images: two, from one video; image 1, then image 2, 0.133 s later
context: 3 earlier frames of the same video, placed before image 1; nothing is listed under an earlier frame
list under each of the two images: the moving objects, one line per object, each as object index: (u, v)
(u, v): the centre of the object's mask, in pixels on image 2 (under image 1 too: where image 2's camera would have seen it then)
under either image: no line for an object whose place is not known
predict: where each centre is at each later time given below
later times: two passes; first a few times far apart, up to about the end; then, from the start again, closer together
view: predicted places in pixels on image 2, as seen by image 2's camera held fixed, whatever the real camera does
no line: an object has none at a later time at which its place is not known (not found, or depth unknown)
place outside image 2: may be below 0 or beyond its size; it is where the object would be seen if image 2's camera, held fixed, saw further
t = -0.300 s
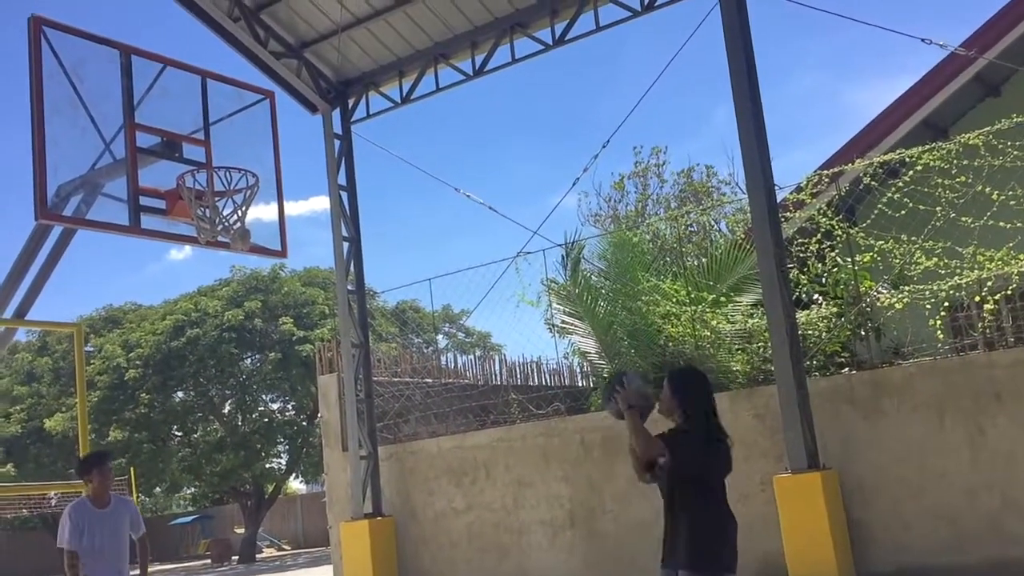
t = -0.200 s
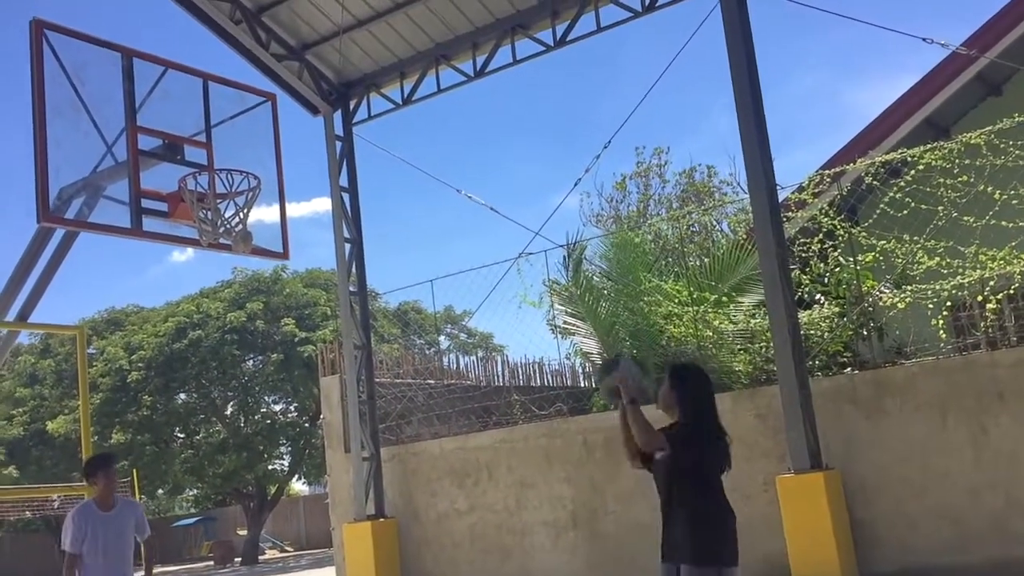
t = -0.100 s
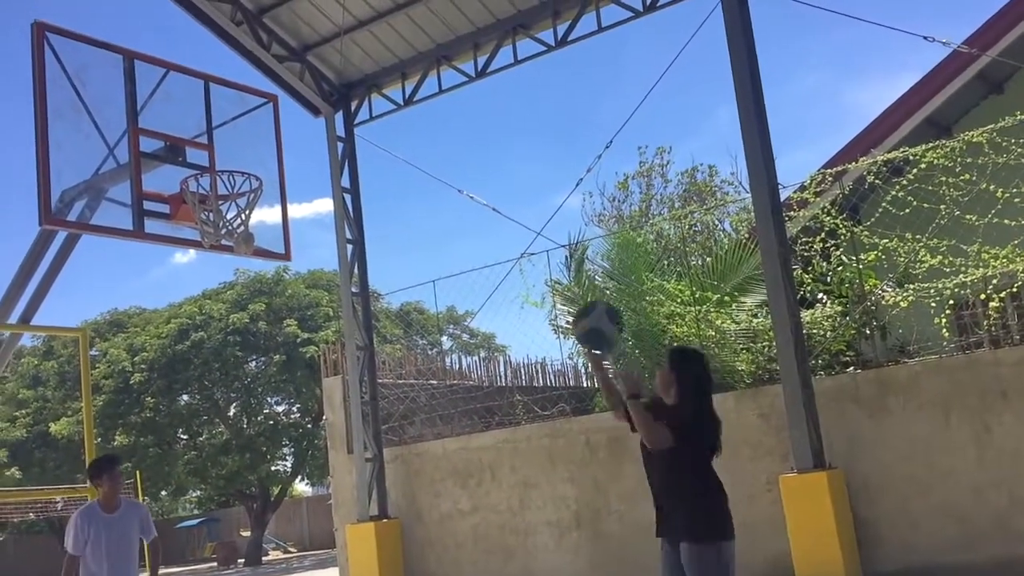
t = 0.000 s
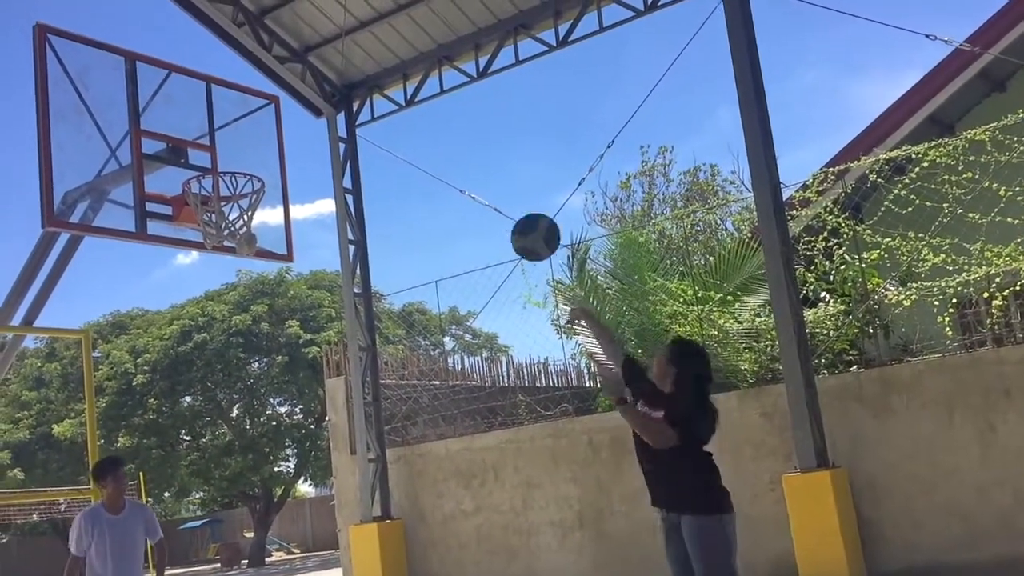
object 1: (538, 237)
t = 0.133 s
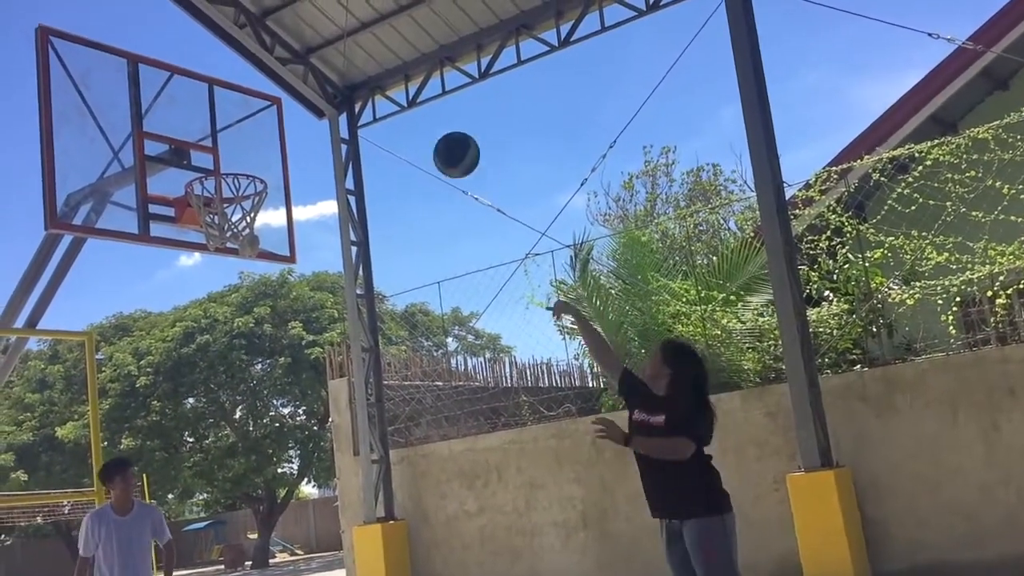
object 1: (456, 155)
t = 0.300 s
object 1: (371, 107)
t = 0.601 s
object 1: (251, 134)
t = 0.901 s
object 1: (239, 232)
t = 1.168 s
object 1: (283, 272)
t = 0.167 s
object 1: (438, 140)
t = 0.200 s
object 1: (420, 129)
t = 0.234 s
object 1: (404, 119)
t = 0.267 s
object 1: (387, 112)
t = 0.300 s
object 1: (371, 107)
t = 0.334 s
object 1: (357, 105)
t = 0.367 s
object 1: (340, 100)
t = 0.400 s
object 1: (327, 99)
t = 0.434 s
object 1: (313, 101)
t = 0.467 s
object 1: (301, 104)
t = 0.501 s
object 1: (288, 109)
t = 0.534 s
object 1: (275, 117)
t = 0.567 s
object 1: (262, 125)
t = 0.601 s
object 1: (251, 134)
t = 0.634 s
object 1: (240, 146)
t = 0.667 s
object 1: (229, 159)
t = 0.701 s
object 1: (218, 174)
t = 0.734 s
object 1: (208, 189)
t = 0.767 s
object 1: (211, 197)
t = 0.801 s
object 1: (218, 212)
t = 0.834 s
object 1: (223, 221)
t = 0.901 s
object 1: (239, 232)
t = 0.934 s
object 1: (244, 231)
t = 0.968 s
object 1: (252, 233)
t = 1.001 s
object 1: (260, 233)
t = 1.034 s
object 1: (262, 237)
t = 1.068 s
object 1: (267, 244)
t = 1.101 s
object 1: (272, 252)
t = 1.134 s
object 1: (277, 260)
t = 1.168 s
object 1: (283, 272)
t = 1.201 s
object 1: (291, 283)
